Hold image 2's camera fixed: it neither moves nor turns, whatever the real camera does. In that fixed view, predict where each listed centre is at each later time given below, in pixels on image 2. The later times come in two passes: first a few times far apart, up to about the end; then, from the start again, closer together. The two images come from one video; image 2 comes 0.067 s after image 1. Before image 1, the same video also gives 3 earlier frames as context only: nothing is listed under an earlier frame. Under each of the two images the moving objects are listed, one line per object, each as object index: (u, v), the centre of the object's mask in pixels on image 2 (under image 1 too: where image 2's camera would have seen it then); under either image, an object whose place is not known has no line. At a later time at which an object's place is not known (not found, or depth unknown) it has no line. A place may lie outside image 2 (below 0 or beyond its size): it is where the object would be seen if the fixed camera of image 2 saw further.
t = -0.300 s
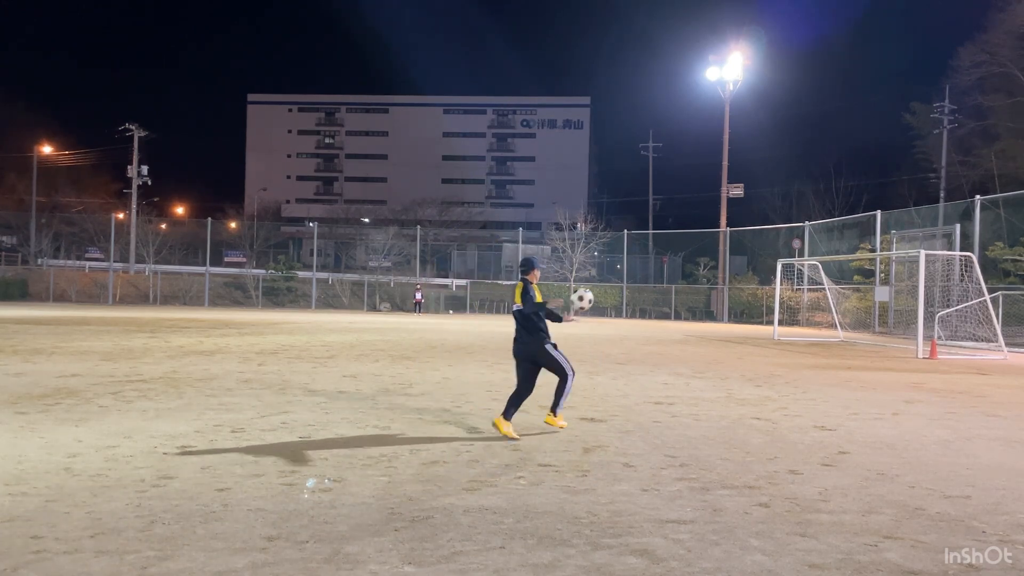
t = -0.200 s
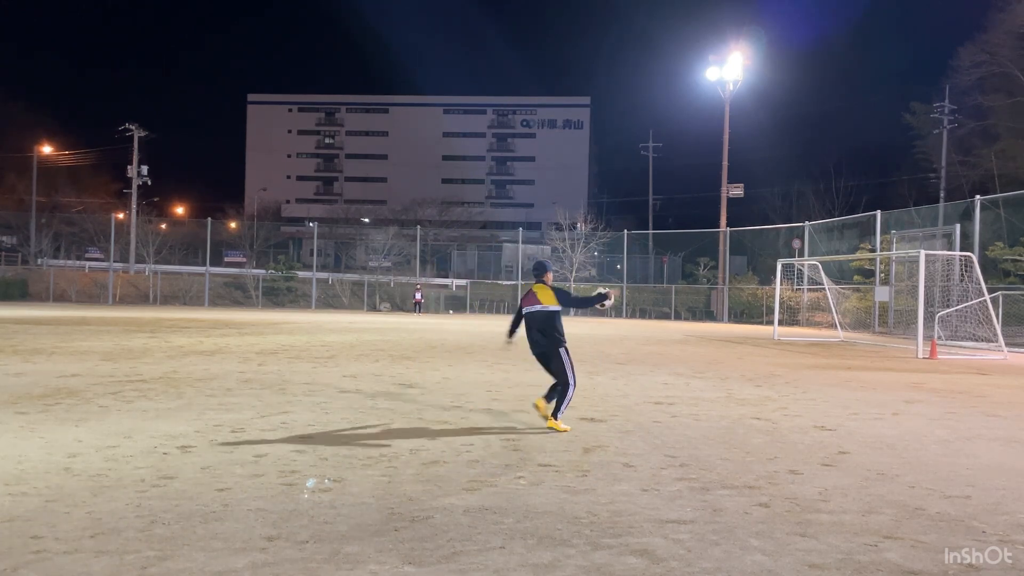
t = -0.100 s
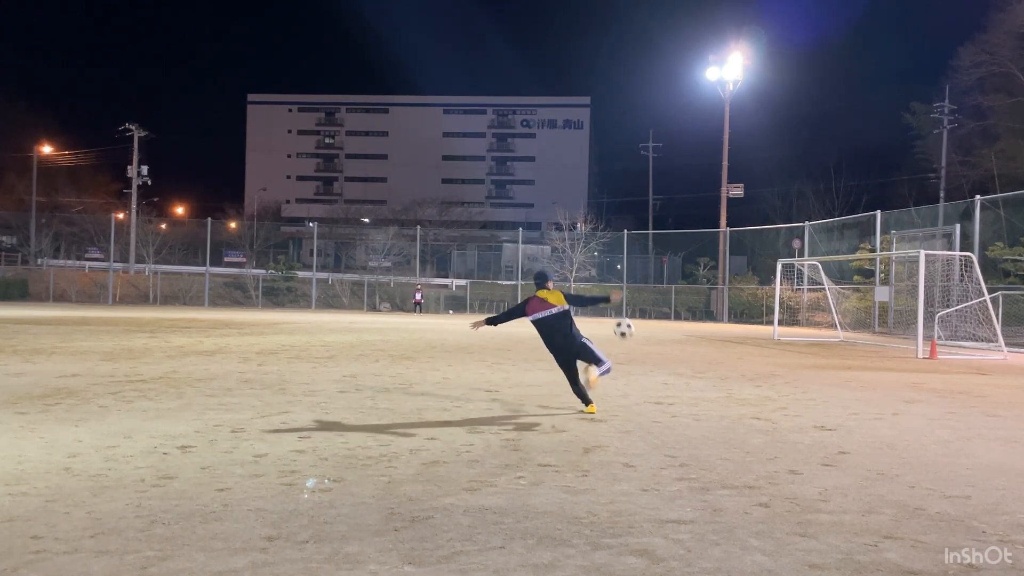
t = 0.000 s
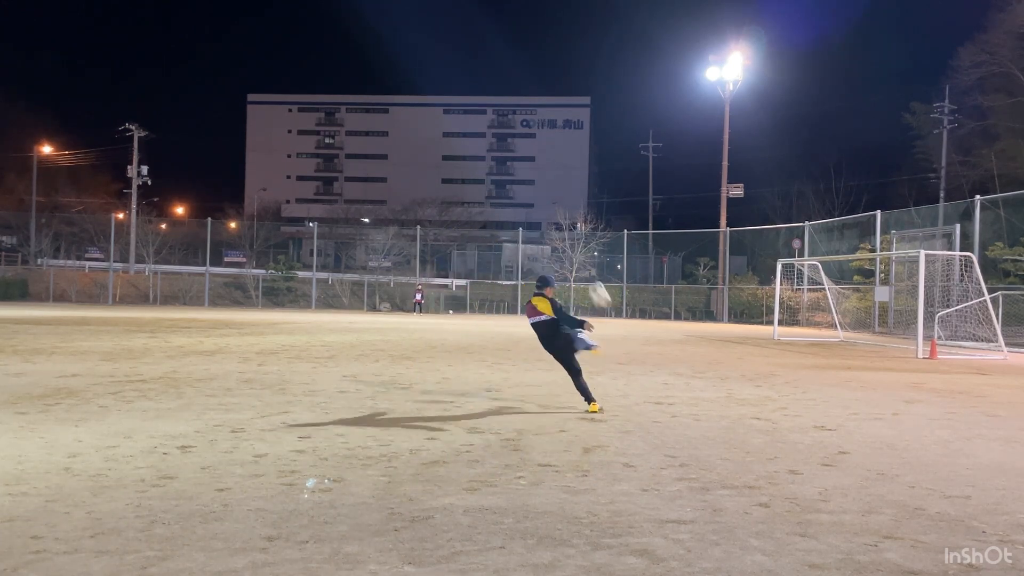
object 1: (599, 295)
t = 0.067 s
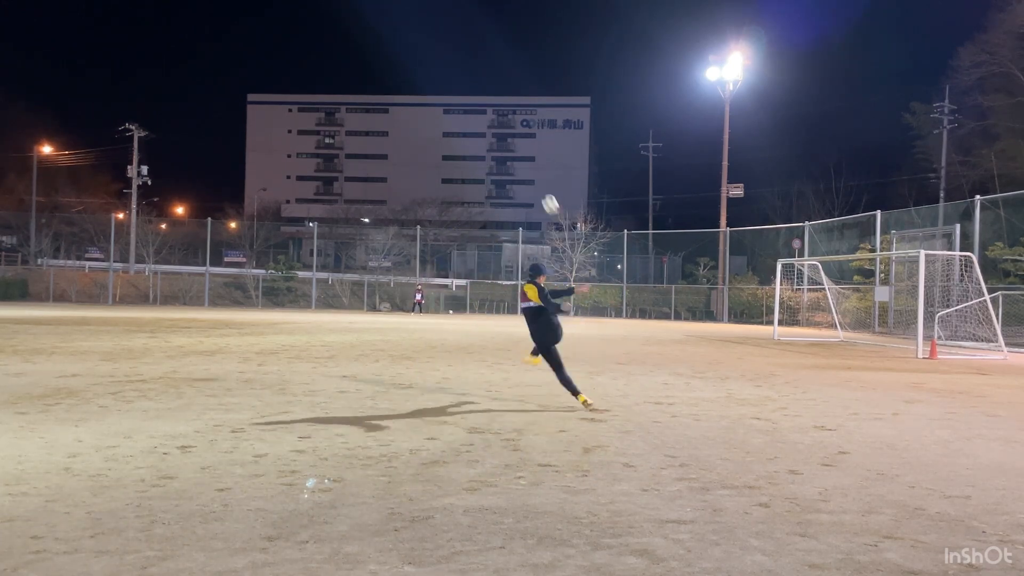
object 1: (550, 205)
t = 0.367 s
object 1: (483, 76)
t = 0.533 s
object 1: (476, 70)
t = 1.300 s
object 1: (477, 218)
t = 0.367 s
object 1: (483, 76)
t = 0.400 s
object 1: (481, 72)
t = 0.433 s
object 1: (480, 71)
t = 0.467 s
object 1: (478, 69)
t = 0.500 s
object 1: (477, 69)
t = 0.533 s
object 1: (476, 70)
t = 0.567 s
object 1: (476, 71)
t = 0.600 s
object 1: (475, 72)
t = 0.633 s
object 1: (475, 75)
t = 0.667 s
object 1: (475, 79)
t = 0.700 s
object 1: (475, 84)
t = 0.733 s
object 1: (475, 89)
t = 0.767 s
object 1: (475, 92)
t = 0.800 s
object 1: (476, 98)
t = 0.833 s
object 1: (476, 104)
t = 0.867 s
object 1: (476, 111)
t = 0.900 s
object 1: (476, 118)
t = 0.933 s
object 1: (477, 122)
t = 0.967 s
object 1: (477, 131)
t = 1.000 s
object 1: (477, 139)
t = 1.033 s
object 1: (477, 148)
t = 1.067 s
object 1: (477, 157)
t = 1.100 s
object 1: (478, 161)
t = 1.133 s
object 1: (478, 171)
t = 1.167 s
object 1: (478, 181)
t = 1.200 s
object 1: (478, 191)
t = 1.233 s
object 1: (478, 202)
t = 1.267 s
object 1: (478, 207)
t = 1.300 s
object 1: (477, 218)
